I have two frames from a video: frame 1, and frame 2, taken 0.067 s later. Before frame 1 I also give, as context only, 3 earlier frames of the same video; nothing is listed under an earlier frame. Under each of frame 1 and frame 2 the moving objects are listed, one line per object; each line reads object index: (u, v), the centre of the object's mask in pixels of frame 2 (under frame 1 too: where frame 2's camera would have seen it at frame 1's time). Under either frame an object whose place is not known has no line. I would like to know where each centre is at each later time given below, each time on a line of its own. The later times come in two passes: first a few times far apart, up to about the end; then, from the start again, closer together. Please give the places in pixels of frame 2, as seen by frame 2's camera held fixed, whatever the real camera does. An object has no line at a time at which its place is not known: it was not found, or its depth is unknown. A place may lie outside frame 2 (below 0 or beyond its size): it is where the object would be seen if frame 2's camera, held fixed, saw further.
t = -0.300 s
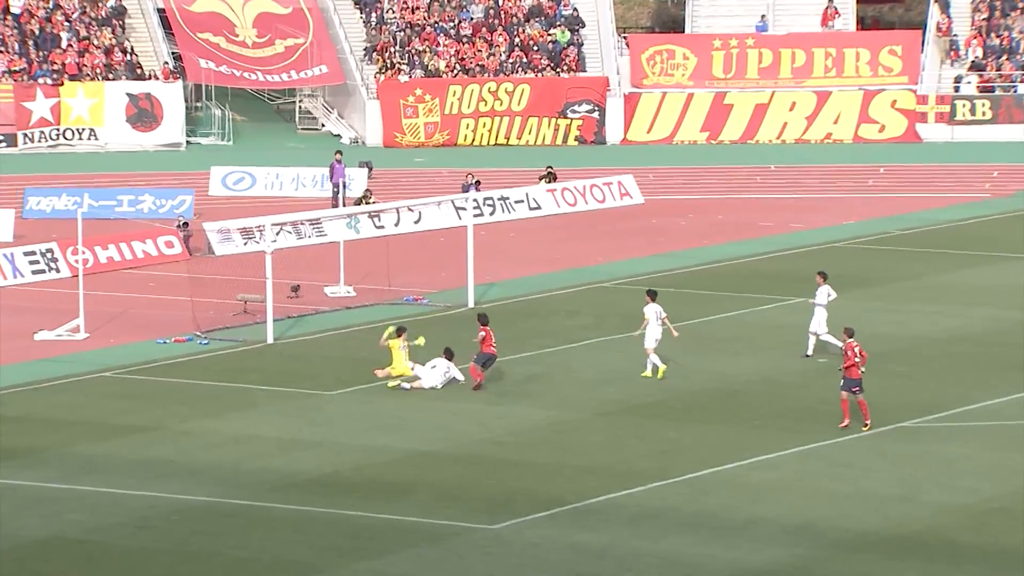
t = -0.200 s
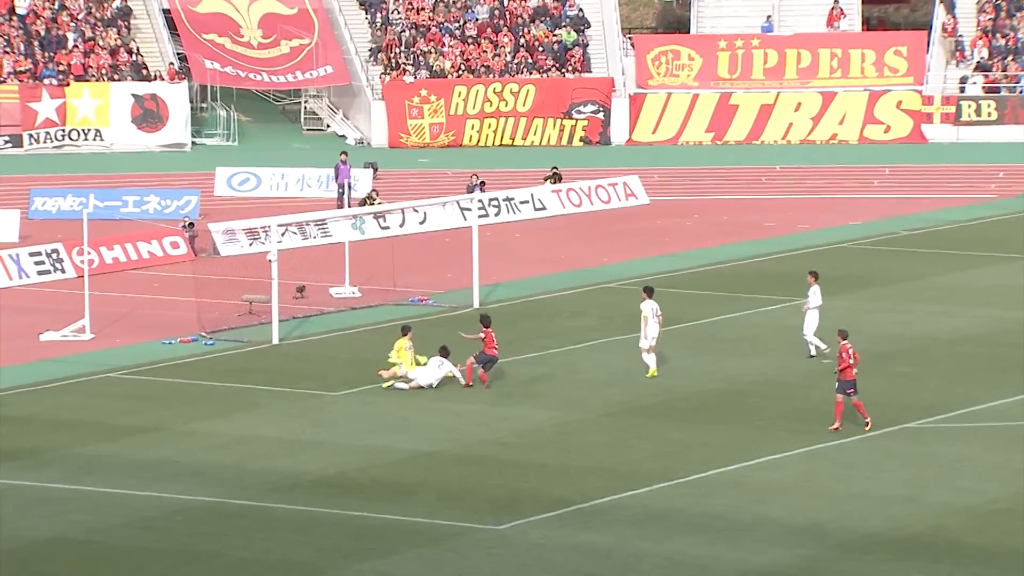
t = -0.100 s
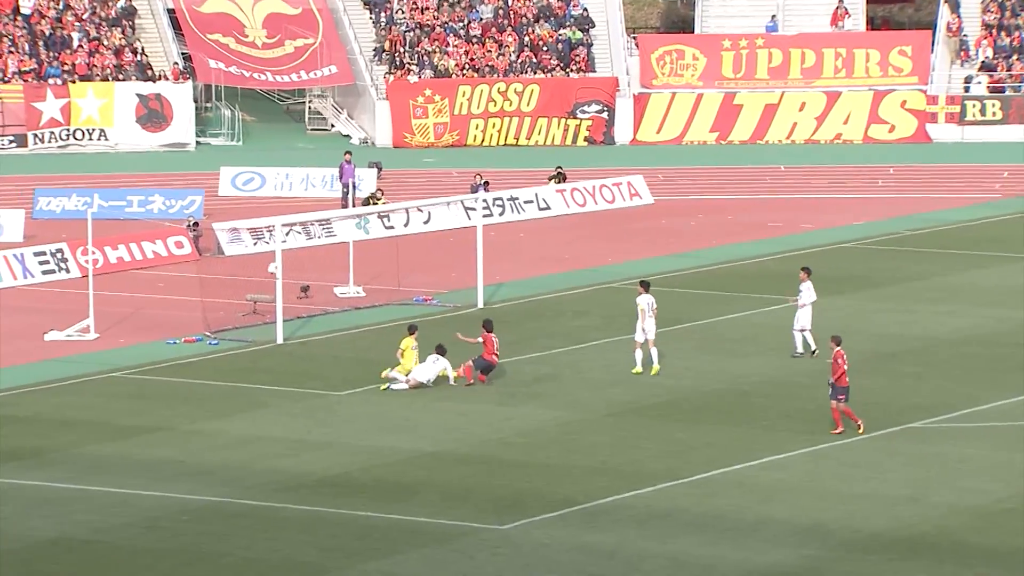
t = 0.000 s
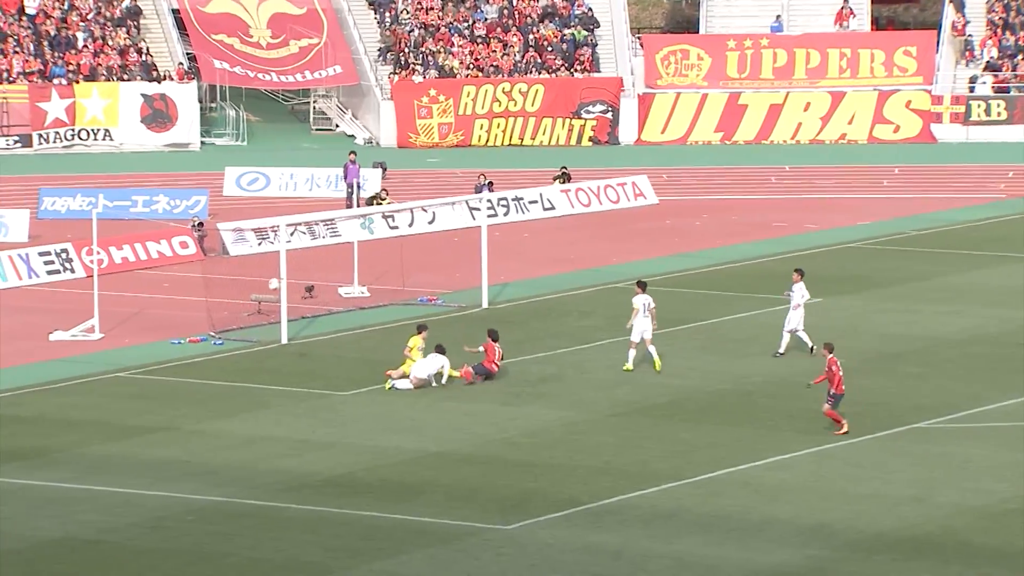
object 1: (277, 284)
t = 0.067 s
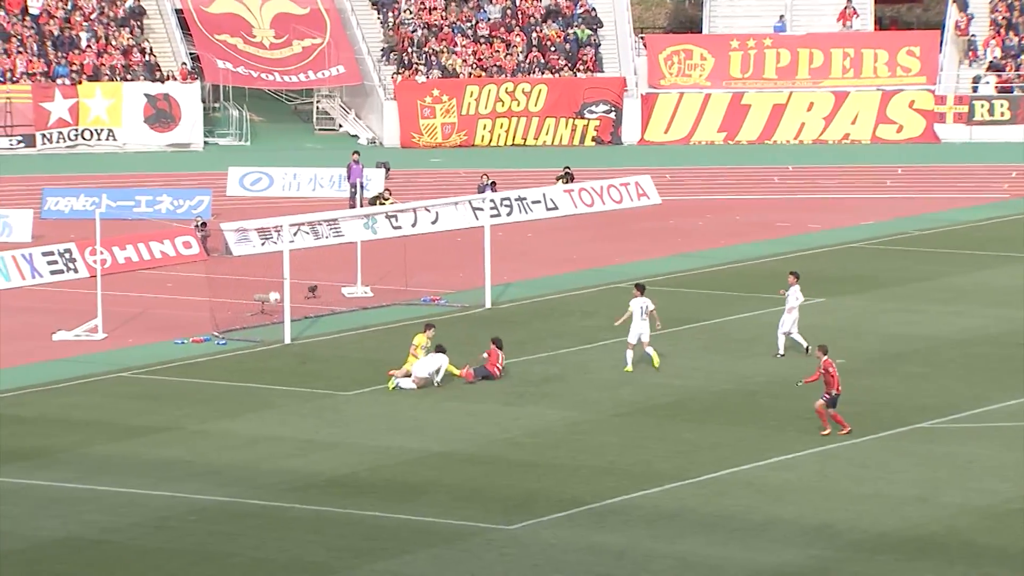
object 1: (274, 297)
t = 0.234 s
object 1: (264, 339)
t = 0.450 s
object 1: (246, 413)
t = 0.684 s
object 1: (230, 405)
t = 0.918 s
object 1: (214, 409)
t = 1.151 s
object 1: (197, 445)
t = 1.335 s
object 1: (182, 473)
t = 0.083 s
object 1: (273, 300)
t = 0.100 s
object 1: (272, 304)
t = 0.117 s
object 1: (271, 308)
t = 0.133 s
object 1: (271, 312)
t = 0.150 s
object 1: (270, 316)
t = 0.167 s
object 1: (269, 320)
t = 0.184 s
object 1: (268, 325)
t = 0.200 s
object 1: (267, 329)
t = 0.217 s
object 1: (265, 334)
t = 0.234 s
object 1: (264, 339)
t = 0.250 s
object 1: (263, 343)
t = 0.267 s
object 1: (262, 348)
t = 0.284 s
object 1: (261, 353)
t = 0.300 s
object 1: (260, 359)
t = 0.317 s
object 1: (258, 365)
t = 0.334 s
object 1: (257, 370)
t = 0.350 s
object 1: (256, 376)
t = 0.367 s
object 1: (254, 382)
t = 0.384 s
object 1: (253, 388)
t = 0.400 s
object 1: (251, 394)
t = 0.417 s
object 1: (249, 401)
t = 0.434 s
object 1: (248, 407)
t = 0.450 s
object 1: (246, 413)
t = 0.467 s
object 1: (244, 420)
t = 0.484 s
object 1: (243, 426)
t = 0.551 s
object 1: (238, 418)
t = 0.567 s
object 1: (237, 416)
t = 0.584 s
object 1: (237, 414)
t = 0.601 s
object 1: (236, 412)
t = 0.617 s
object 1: (235, 410)
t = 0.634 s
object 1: (233, 408)
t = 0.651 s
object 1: (232, 407)
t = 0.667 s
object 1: (231, 406)
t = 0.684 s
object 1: (230, 405)
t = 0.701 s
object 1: (229, 404)
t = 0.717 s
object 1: (228, 404)
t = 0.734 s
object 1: (227, 403)
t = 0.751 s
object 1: (226, 403)
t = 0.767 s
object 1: (225, 403)
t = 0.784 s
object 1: (224, 402)
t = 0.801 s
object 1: (222, 403)
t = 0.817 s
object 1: (221, 403)
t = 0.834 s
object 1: (220, 403)
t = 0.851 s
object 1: (219, 404)
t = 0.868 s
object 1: (217, 405)
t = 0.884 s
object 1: (216, 406)
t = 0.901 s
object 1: (215, 407)
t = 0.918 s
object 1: (214, 409)
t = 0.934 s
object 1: (213, 410)
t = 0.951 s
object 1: (212, 412)
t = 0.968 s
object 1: (210, 413)
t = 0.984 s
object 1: (209, 415)
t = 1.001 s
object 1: (208, 418)
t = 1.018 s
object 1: (207, 420)
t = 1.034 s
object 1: (206, 423)
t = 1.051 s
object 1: (204, 425)
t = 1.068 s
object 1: (203, 428)
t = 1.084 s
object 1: (201, 431)
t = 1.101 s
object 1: (200, 434)
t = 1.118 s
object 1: (199, 438)
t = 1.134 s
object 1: (198, 442)
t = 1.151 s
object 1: (197, 445)
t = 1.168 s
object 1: (195, 449)
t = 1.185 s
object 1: (193, 453)
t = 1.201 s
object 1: (192, 457)
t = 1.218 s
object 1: (191, 462)
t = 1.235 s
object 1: (190, 467)
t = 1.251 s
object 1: (188, 472)
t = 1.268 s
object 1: (187, 477)
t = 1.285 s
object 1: (185, 478)
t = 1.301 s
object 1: (184, 476)
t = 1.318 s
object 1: (184, 475)
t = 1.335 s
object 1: (182, 473)
